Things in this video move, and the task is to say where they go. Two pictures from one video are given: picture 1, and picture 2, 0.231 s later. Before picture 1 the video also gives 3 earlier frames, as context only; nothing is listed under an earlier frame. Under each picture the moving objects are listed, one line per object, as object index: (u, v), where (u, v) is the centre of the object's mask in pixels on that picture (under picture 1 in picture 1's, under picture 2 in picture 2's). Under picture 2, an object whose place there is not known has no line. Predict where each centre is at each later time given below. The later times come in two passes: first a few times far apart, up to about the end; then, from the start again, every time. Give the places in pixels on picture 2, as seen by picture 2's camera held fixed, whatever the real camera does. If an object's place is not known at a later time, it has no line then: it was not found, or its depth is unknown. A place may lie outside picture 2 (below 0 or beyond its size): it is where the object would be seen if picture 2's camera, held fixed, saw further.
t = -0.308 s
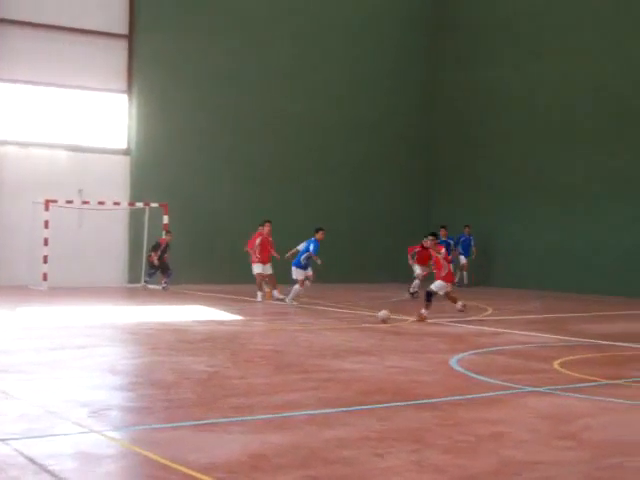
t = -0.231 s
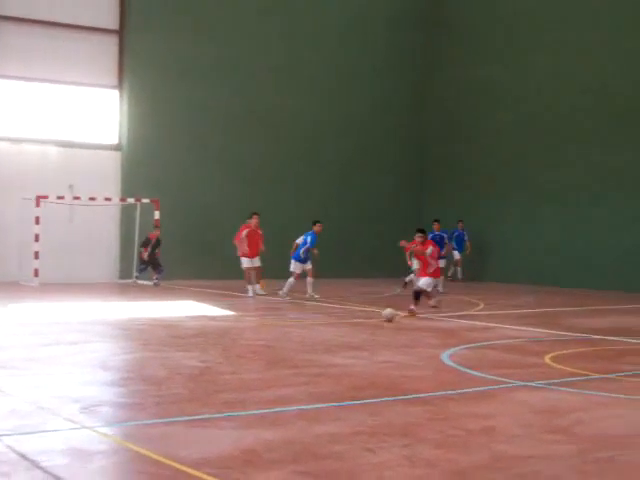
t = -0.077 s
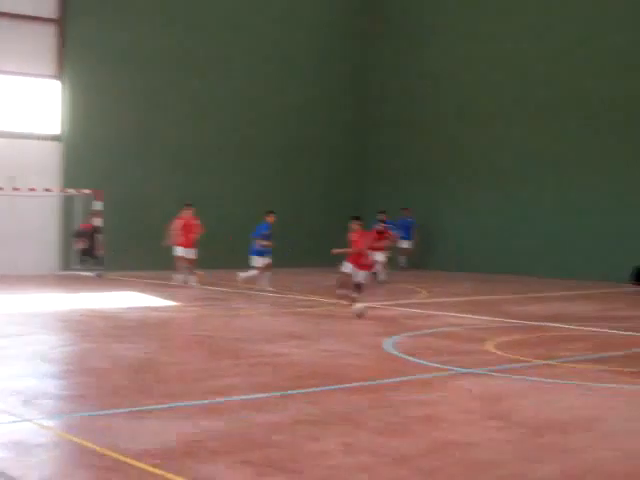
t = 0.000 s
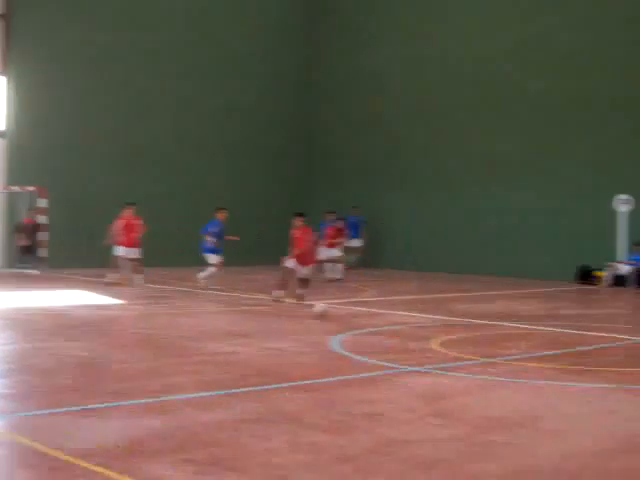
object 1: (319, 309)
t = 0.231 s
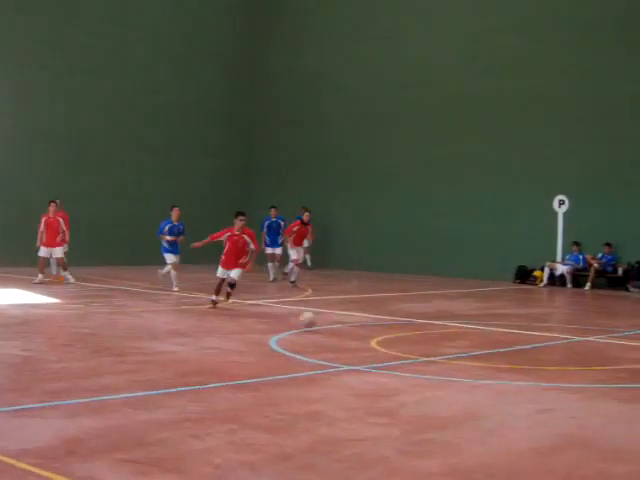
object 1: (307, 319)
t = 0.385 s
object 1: (343, 324)
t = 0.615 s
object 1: (405, 345)
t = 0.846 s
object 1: (475, 364)
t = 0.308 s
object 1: (324, 327)
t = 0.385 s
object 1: (343, 324)
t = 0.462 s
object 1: (364, 326)
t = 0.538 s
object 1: (383, 334)
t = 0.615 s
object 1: (405, 345)
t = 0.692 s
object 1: (428, 348)
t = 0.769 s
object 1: (451, 358)
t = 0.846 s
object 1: (475, 364)
